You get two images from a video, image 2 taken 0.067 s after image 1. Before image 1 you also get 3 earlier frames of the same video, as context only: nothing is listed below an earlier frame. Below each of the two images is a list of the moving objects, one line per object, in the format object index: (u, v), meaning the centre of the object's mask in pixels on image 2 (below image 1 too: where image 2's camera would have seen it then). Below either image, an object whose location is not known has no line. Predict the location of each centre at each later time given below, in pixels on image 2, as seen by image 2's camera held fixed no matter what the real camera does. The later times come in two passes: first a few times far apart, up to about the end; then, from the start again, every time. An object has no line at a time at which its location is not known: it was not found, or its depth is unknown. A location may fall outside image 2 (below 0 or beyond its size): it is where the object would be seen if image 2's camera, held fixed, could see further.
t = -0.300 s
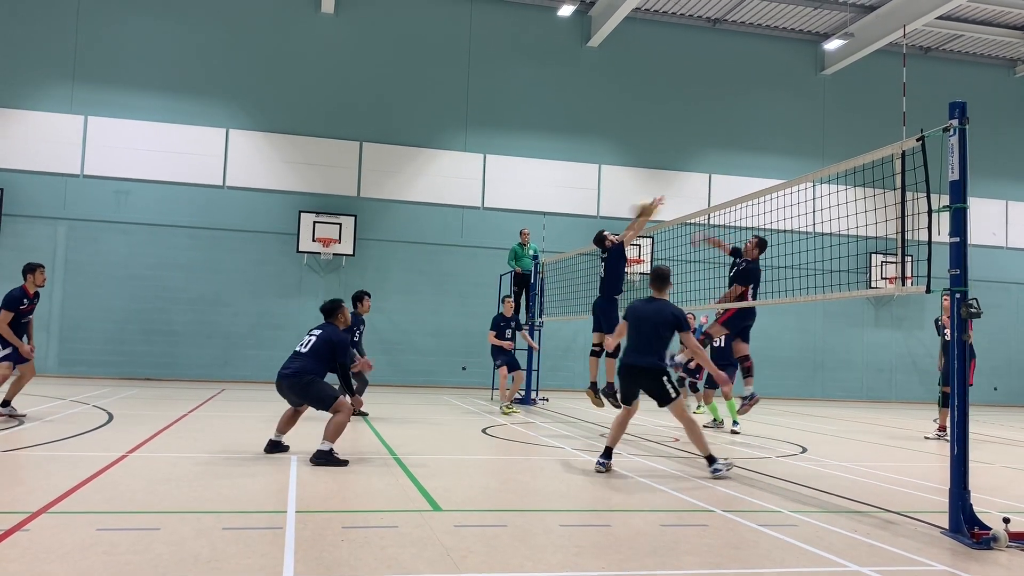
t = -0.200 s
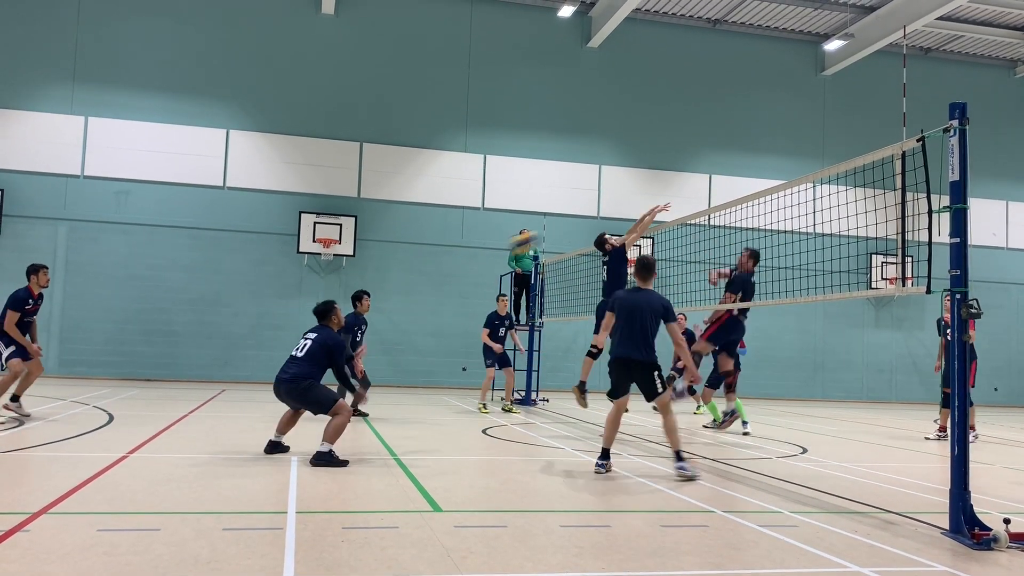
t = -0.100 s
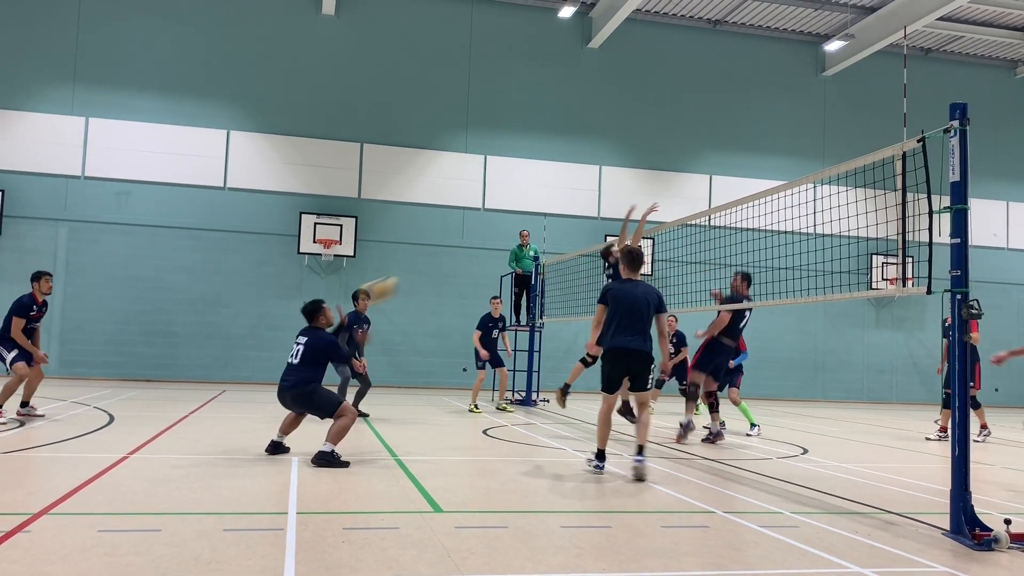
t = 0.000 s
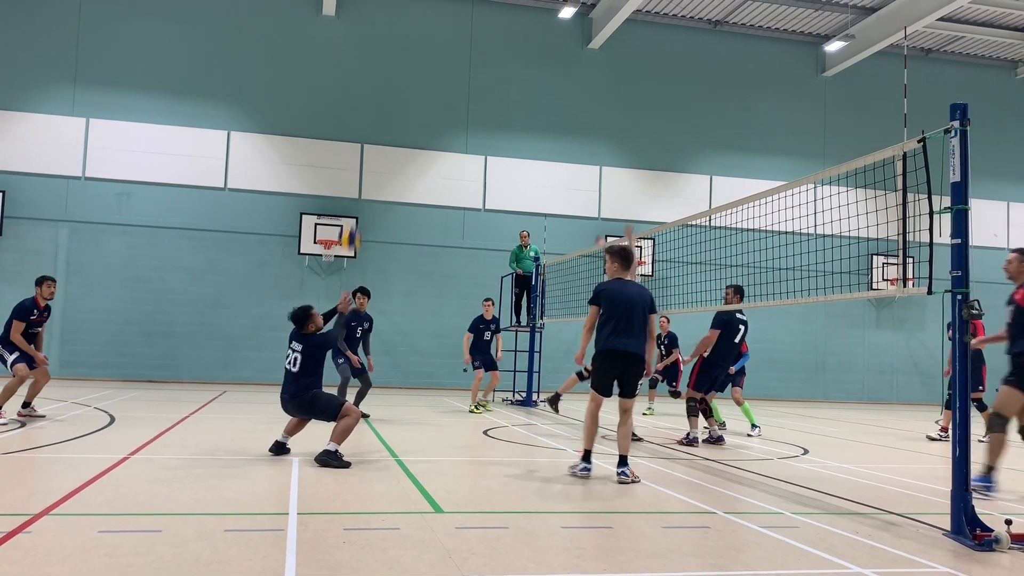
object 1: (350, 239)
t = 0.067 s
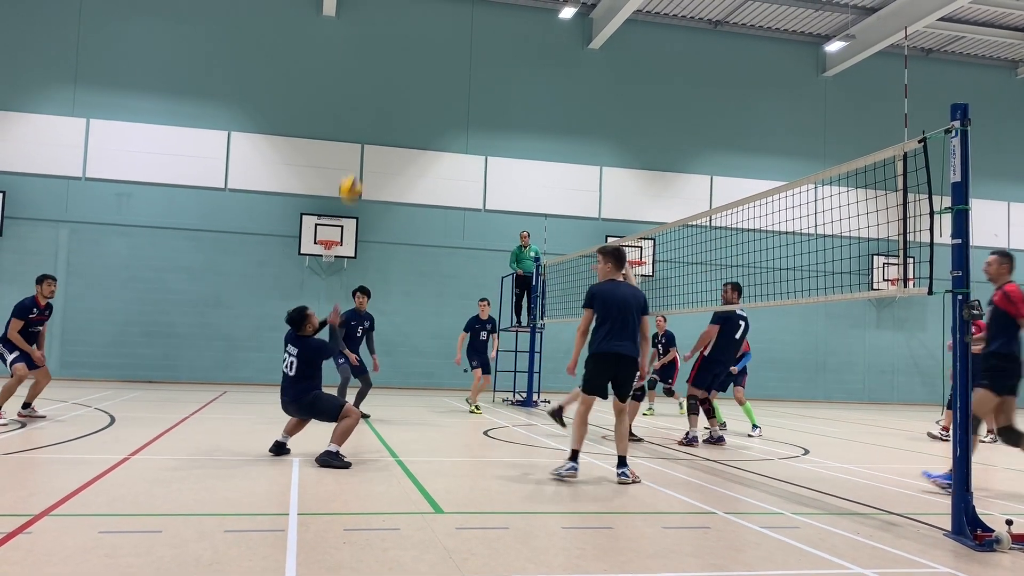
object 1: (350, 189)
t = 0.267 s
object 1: (350, 81)
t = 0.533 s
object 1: (350, 11)
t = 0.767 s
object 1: (347, 11)
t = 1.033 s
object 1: (341, 71)
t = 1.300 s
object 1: (333, 192)
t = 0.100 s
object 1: (350, 167)
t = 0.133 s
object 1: (350, 147)
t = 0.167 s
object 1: (351, 127)
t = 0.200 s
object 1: (351, 111)
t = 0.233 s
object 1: (350, 95)
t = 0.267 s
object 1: (350, 81)
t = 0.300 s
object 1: (350, 68)
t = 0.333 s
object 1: (350, 56)
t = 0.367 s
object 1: (350, 45)
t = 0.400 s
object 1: (350, 36)
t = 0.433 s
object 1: (350, 28)
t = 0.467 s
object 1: (350, 21)
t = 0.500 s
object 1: (350, 16)
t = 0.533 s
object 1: (350, 11)
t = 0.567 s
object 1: (350, 8)
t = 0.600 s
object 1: (349, 6)
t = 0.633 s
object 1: (349, 6)
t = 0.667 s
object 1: (348, 6)
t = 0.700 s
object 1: (348, 7)
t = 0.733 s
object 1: (348, 8)
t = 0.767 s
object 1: (347, 11)
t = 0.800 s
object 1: (347, 14)
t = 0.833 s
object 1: (346, 20)
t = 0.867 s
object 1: (345, 26)
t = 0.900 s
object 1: (345, 33)
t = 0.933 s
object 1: (344, 41)
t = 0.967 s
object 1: (343, 50)
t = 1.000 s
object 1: (342, 60)
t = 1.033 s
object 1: (341, 71)
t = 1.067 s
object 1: (341, 83)
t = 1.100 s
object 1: (339, 96)
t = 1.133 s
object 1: (338, 109)
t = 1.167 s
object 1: (337, 124)
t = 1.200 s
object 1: (336, 139)
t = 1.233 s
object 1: (335, 156)
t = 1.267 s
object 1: (334, 173)
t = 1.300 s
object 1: (333, 192)
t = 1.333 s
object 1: (331, 209)
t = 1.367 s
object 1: (329, 228)
